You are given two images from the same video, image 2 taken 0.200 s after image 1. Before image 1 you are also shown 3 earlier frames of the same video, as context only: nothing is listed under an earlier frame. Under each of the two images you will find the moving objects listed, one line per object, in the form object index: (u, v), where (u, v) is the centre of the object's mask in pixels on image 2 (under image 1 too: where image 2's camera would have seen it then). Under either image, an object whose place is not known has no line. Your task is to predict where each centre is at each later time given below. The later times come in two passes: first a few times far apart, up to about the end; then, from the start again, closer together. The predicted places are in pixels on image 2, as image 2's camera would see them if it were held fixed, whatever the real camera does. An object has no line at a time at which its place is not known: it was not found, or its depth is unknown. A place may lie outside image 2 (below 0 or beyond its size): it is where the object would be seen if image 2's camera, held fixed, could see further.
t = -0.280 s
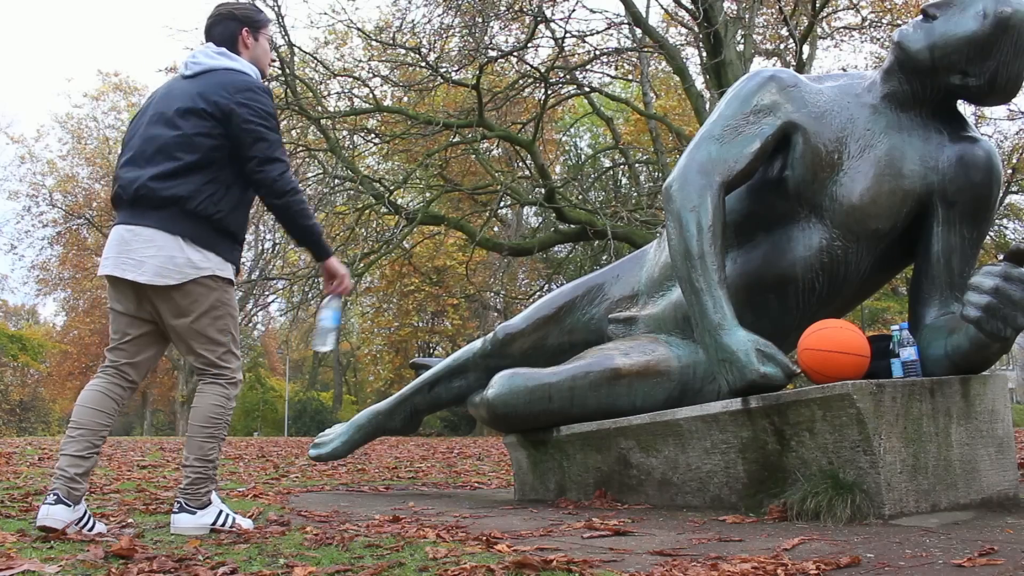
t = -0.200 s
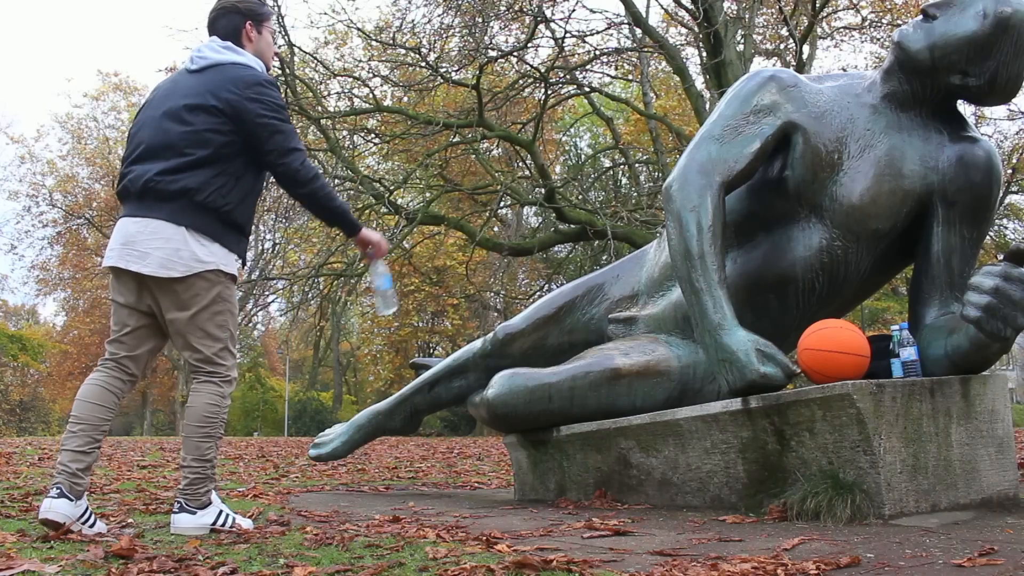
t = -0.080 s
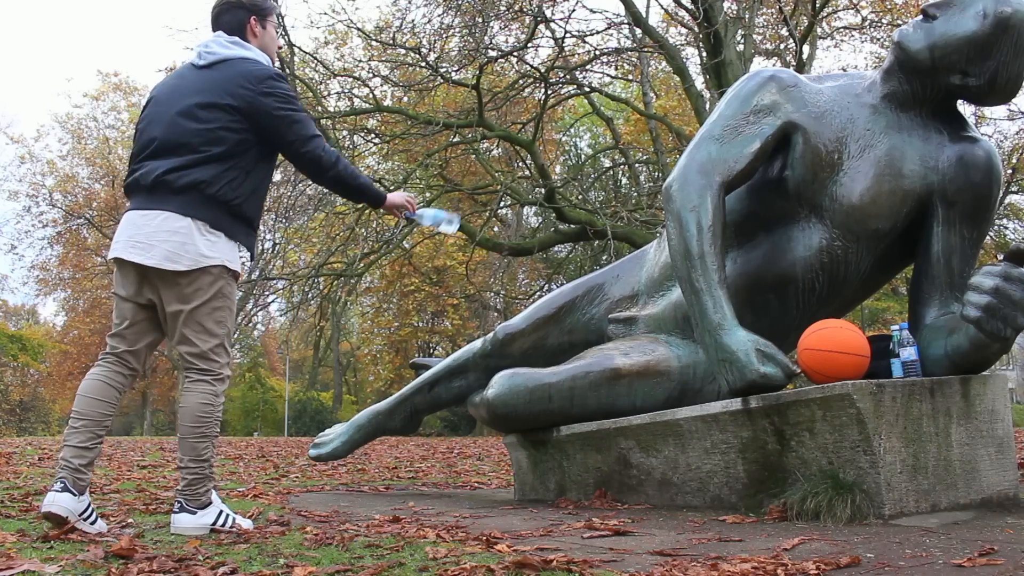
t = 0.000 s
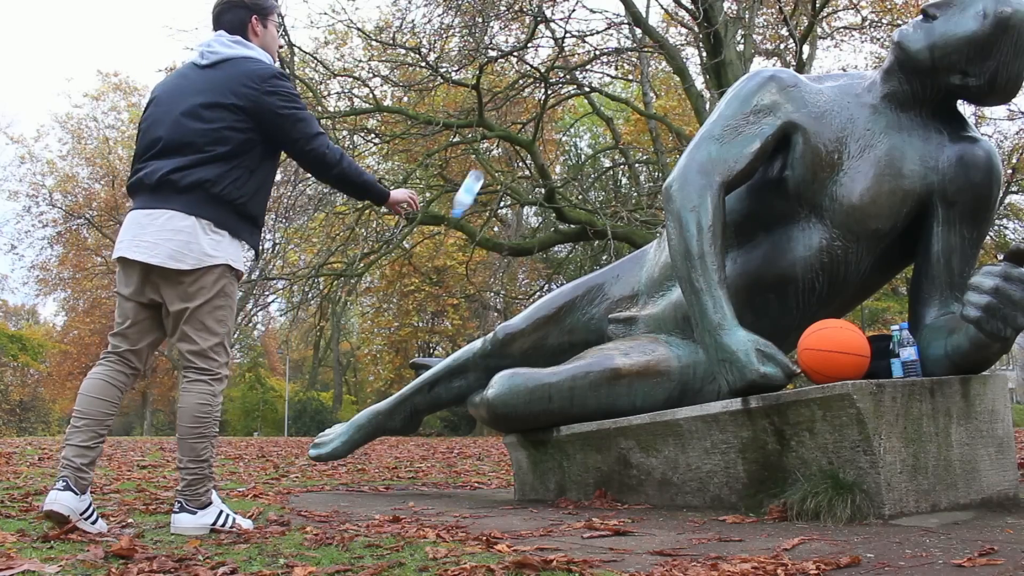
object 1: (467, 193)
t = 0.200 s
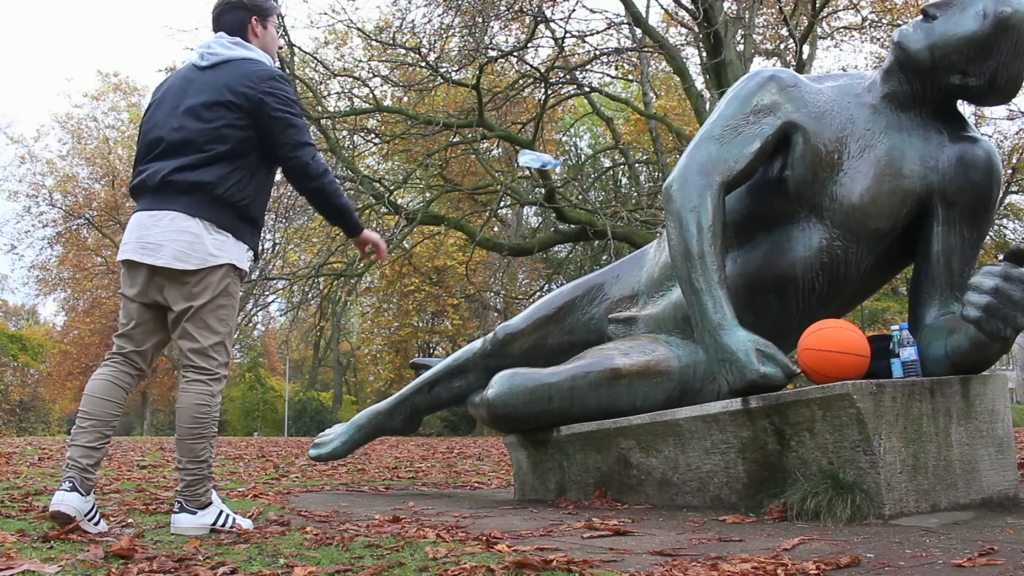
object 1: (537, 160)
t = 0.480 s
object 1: (607, 265)
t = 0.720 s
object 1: (629, 291)
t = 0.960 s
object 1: (623, 290)
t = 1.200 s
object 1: (618, 291)
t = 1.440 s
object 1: (608, 315)
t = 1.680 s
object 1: (585, 360)
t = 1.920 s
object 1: (542, 485)
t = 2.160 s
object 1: (497, 511)
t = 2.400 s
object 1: (471, 514)
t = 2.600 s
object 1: (459, 514)
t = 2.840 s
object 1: (449, 513)
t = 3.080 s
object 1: (441, 513)
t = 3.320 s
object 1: (430, 514)
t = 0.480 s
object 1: (607, 265)
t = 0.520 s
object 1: (616, 291)
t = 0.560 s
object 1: (620, 290)
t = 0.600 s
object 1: (624, 291)
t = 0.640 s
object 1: (626, 291)
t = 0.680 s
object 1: (628, 291)
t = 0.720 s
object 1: (629, 291)
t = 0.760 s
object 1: (630, 290)
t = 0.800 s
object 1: (629, 290)
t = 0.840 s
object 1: (629, 290)
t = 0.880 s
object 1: (627, 289)
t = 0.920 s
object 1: (625, 289)
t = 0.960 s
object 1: (623, 290)
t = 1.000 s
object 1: (623, 290)
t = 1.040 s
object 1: (621, 290)
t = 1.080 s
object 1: (621, 291)
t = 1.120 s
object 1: (619, 291)
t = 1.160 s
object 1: (619, 291)
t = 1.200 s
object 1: (618, 291)
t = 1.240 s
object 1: (617, 291)
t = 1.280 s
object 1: (616, 292)
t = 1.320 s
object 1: (614, 294)
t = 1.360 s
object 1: (612, 296)
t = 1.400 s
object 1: (610, 303)
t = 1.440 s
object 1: (608, 315)
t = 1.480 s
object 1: (606, 330)
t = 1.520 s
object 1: (606, 338)
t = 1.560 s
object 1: (602, 337)
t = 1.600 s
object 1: (597, 343)
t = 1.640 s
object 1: (591, 350)
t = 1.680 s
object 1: (585, 360)
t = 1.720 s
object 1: (579, 372)
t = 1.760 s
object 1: (572, 391)
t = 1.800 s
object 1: (566, 413)
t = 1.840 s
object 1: (559, 441)
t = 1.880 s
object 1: (552, 472)
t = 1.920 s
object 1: (542, 485)
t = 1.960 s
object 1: (531, 503)
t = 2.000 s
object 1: (525, 506)
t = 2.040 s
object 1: (516, 506)
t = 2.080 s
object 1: (509, 507)
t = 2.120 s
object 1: (503, 510)
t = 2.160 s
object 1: (497, 511)
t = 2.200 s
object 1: (493, 512)
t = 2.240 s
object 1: (489, 512)
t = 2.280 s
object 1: (484, 513)
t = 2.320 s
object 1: (479, 513)
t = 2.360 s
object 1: (475, 513)
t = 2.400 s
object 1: (471, 514)
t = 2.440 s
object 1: (468, 514)
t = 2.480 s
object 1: (466, 513)
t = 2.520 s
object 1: (464, 514)
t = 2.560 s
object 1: (461, 514)
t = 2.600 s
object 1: (459, 514)
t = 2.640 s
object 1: (456, 514)
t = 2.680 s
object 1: (455, 513)
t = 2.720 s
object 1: (454, 514)
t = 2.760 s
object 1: (452, 513)
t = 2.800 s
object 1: (450, 514)
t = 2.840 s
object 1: (449, 513)
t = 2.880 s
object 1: (448, 513)
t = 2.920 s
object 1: (447, 513)
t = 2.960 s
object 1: (446, 513)
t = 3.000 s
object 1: (444, 514)
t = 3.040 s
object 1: (442, 513)
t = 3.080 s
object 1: (441, 513)
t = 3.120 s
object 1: (440, 513)
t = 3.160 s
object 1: (438, 514)
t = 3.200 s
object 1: (435, 514)
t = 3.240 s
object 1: (433, 514)
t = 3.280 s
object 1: (432, 514)
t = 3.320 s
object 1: (430, 514)
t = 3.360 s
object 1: (428, 514)
